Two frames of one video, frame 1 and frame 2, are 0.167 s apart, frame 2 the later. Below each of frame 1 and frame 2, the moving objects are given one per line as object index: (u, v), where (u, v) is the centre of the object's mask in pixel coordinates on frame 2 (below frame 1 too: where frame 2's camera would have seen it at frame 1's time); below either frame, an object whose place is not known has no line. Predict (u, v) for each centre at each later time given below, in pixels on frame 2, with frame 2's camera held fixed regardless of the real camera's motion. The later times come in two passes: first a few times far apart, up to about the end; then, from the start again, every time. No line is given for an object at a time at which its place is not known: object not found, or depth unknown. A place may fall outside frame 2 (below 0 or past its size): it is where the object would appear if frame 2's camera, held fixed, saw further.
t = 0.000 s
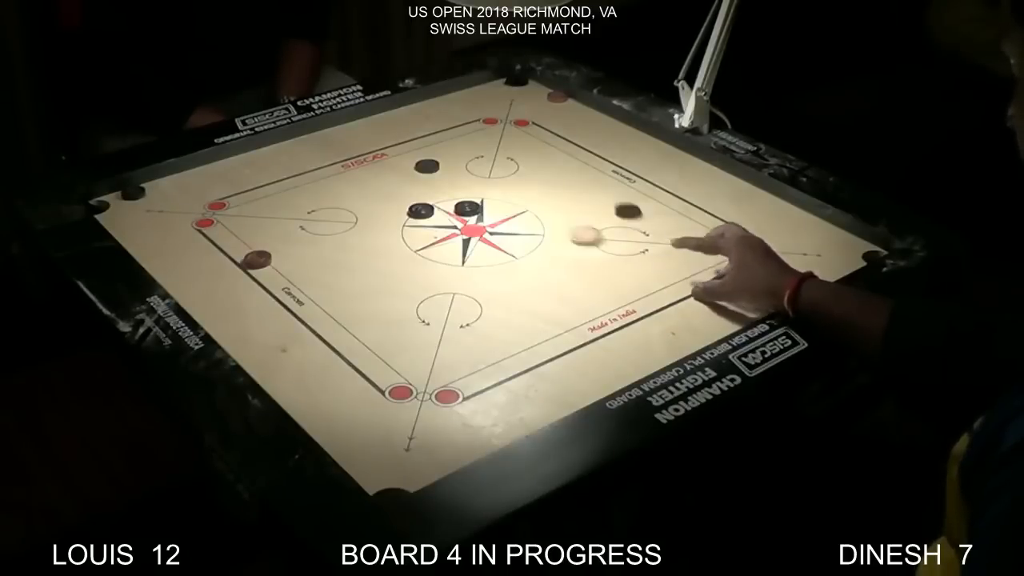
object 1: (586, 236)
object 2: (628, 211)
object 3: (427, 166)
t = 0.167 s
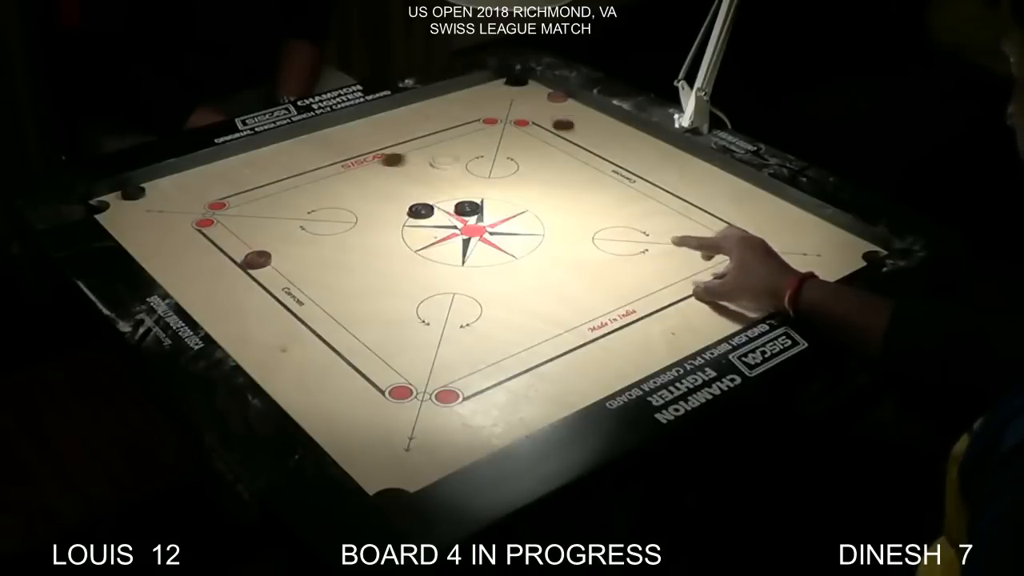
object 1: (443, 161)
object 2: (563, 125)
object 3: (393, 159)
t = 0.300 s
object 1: (410, 129)
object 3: (299, 162)
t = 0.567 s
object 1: (441, 137)
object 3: (334, 274)
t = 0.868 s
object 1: (471, 164)
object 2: (491, 124)
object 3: (370, 381)
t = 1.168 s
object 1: (474, 166)
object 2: (491, 124)
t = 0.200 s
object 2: (553, 112)
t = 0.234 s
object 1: (428, 146)
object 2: (540, 102)
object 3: (313, 145)
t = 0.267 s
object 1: (420, 137)
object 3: (295, 148)
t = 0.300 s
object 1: (410, 129)
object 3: (299, 162)
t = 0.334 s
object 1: (404, 122)
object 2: (471, 97)
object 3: (304, 175)
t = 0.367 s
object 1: (398, 117)
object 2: (451, 96)
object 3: (308, 190)
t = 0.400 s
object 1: (404, 118)
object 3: (312, 204)
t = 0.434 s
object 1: (416, 121)
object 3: (316, 218)
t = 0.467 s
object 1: (424, 124)
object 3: (321, 232)
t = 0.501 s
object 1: (432, 129)
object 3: (325, 246)
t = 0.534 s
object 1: (436, 133)
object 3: (330, 260)
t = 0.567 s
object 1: (441, 137)
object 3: (334, 274)
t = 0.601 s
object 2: (473, 122)
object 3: (338, 288)
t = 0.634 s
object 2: (478, 123)
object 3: (343, 301)
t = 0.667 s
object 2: (484, 123)
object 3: (347, 314)
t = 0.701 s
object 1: (458, 152)
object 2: (486, 123)
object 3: (351, 326)
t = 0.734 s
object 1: (461, 155)
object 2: (489, 123)
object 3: (355, 339)
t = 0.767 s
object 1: (464, 158)
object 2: (490, 124)
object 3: (360, 350)
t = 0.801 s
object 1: (467, 160)
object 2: (491, 124)
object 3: (363, 361)
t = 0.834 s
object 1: (469, 162)
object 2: (491, 124)
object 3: (367, 371)
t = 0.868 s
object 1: (471, 164)
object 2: (491, 124)
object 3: (370, 381)
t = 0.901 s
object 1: (472, 165)
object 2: (491, 124)
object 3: (373, 390)
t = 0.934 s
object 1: (473, 165)
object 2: (491, 124)
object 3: (376, 398)
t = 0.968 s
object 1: (473, 166)
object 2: (491, 124)
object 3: (378, 405)
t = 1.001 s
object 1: (473, 166)
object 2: (491, 124)
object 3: (380, 411)
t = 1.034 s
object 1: (474, 166)
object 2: (491, 124)
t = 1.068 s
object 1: (474, 166)
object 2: (491, 124)
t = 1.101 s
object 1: (474, 166)
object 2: (491, 124)
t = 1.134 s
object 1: (474, 166)
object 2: (491, 124)
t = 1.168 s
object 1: (474, 166)
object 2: (491, 124)
